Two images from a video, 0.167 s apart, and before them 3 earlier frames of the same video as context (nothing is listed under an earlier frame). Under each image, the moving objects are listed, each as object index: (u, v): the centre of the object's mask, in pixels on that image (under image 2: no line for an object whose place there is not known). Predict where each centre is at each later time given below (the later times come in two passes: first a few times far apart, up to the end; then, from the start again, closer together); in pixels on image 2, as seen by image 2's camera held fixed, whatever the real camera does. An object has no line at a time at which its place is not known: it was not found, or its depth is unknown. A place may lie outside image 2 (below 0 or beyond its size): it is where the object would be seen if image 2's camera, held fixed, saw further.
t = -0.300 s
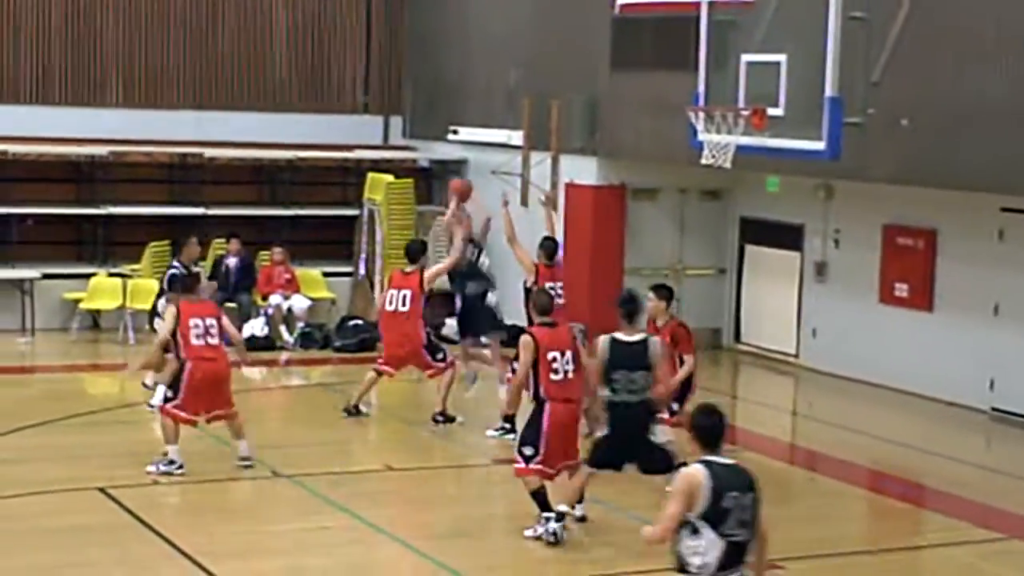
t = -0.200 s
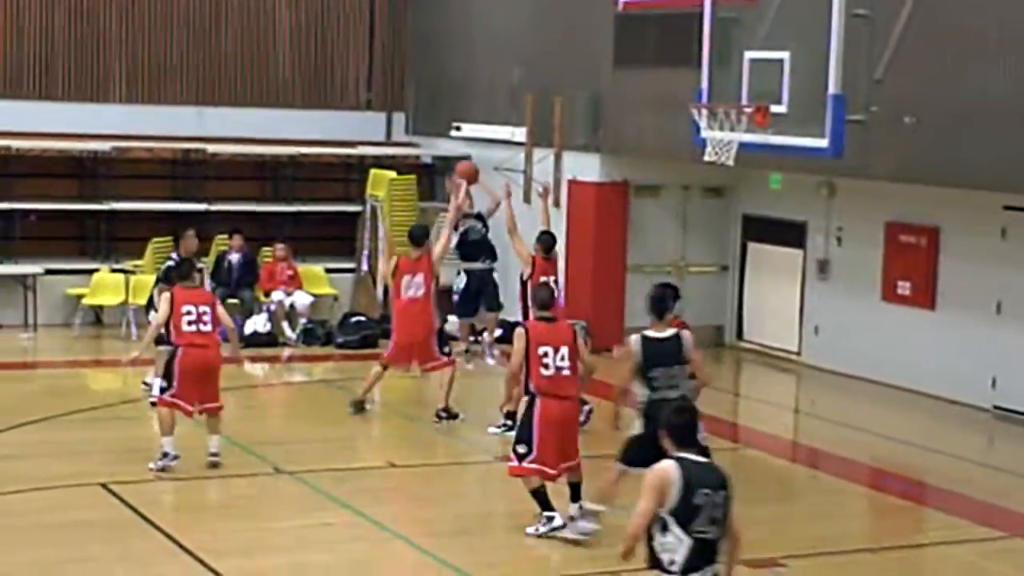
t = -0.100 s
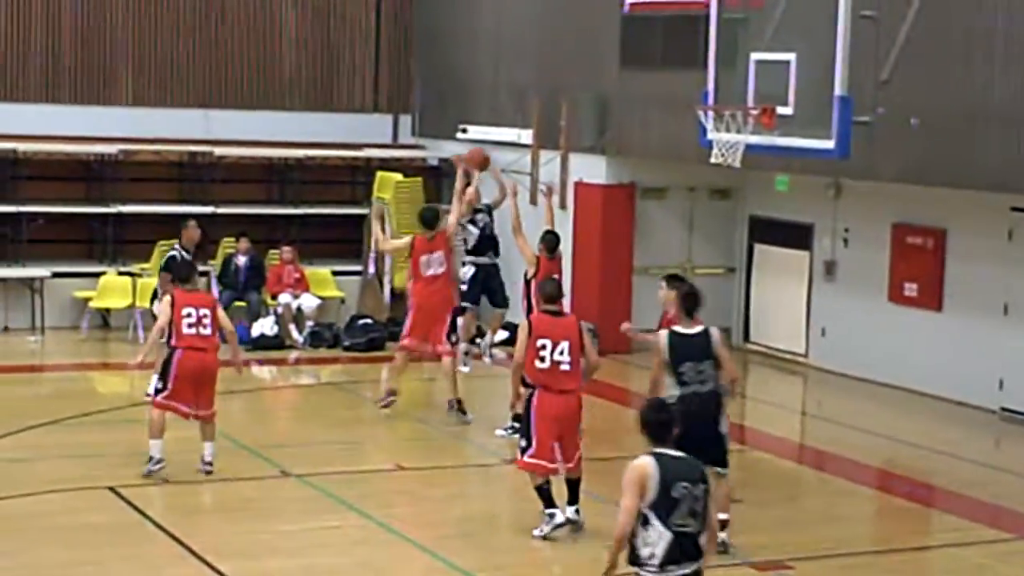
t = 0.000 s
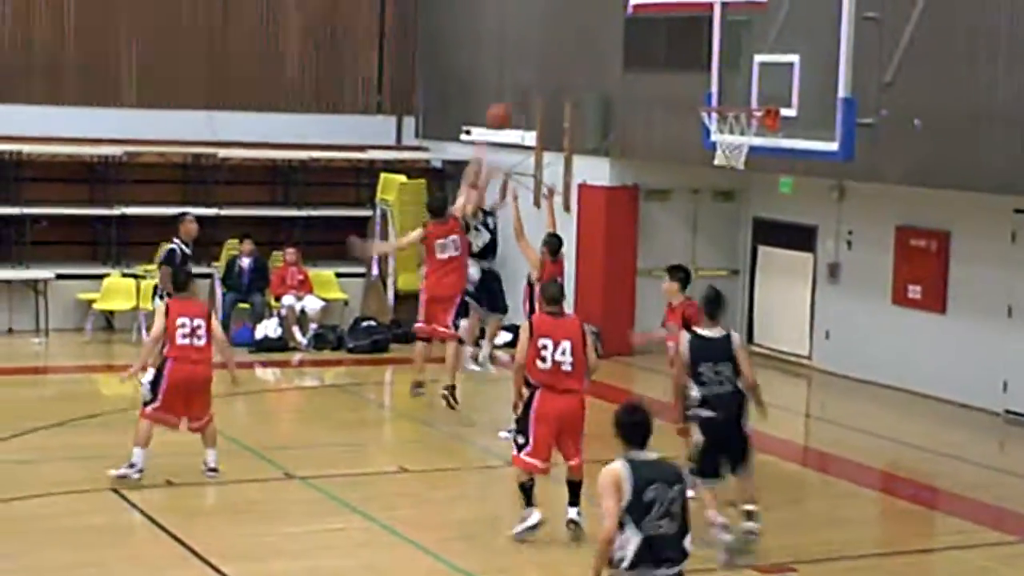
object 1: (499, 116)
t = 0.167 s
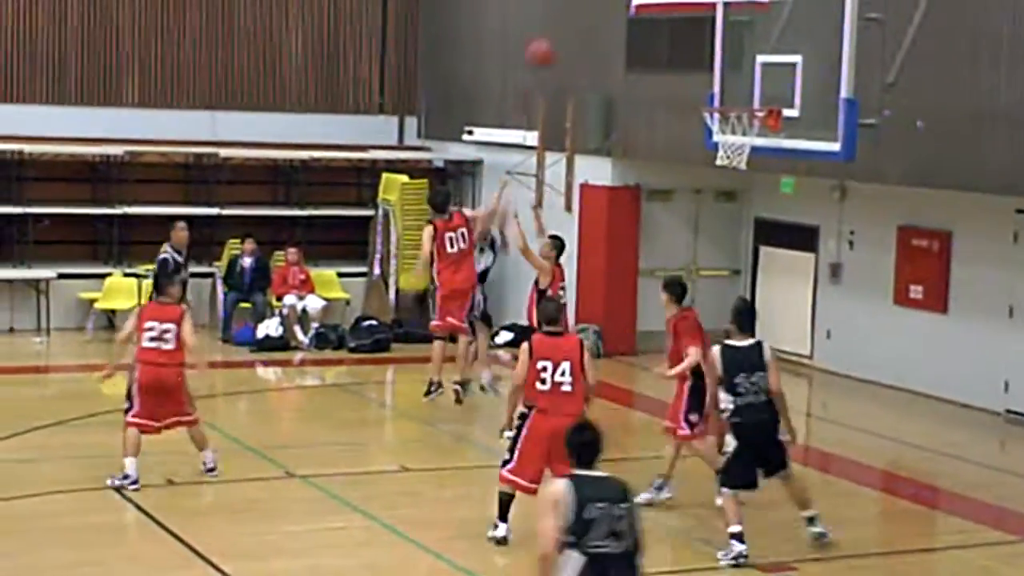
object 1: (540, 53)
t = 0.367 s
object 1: (587, 12)
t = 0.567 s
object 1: (636, 16)
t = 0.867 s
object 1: (707, 90)
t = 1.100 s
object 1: (746, 94)
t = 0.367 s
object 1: (587, 12)
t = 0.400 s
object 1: (595, 9)
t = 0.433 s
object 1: (603, 8)
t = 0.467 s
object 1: (610, 8)
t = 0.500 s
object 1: (618, 8)
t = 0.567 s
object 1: (636, 16)
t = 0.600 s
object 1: (644, 20)
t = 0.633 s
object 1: (653, 27)
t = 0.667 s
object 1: (661, 35)
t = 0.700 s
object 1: (670, 44)
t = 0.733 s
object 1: (679, 54)
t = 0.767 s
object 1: (688, 66)
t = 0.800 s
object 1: (696, 79)
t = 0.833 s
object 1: (706, 92)
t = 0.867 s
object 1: (707, 90)
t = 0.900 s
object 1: (713, 85)
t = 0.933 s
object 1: (719, 84)
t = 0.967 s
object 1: (724, 81)
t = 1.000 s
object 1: (730, 83)
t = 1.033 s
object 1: (735, 85)
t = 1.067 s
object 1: (738, 87)
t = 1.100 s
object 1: (746, 94)
